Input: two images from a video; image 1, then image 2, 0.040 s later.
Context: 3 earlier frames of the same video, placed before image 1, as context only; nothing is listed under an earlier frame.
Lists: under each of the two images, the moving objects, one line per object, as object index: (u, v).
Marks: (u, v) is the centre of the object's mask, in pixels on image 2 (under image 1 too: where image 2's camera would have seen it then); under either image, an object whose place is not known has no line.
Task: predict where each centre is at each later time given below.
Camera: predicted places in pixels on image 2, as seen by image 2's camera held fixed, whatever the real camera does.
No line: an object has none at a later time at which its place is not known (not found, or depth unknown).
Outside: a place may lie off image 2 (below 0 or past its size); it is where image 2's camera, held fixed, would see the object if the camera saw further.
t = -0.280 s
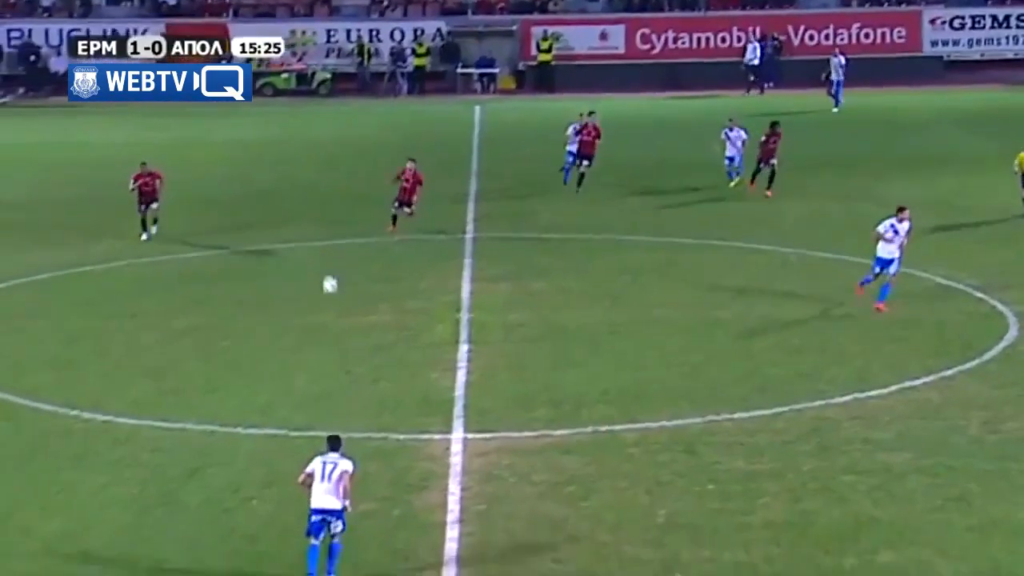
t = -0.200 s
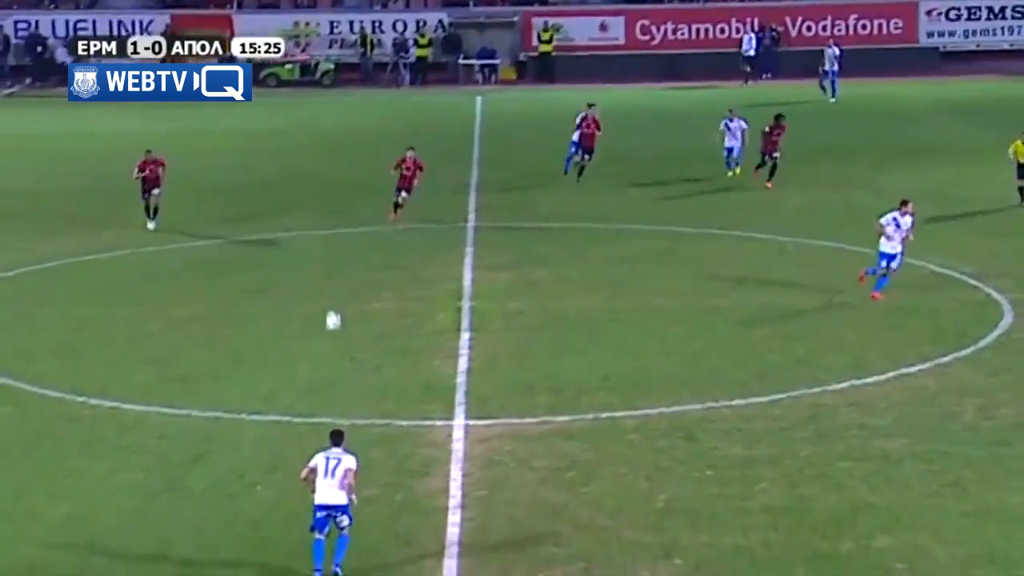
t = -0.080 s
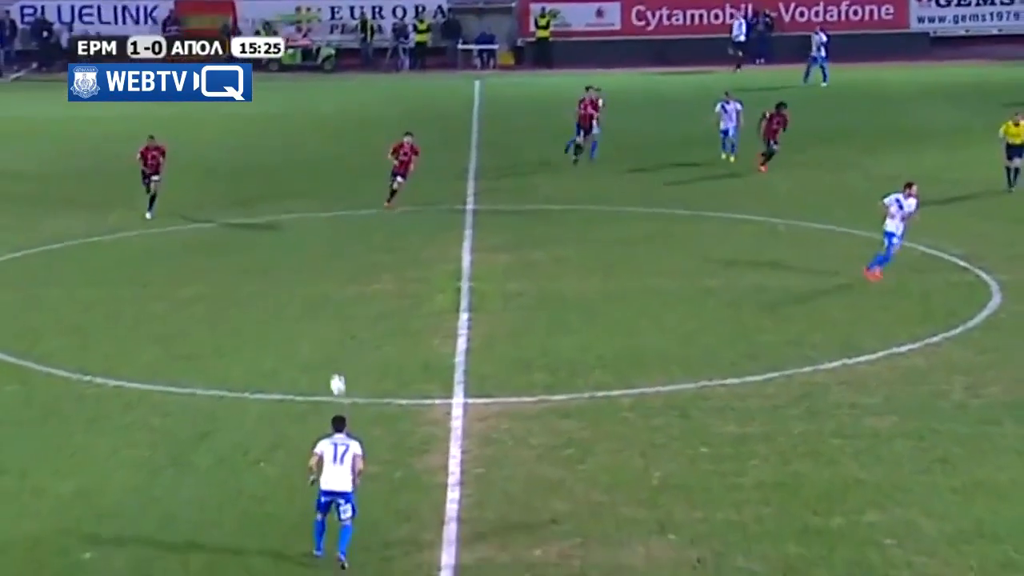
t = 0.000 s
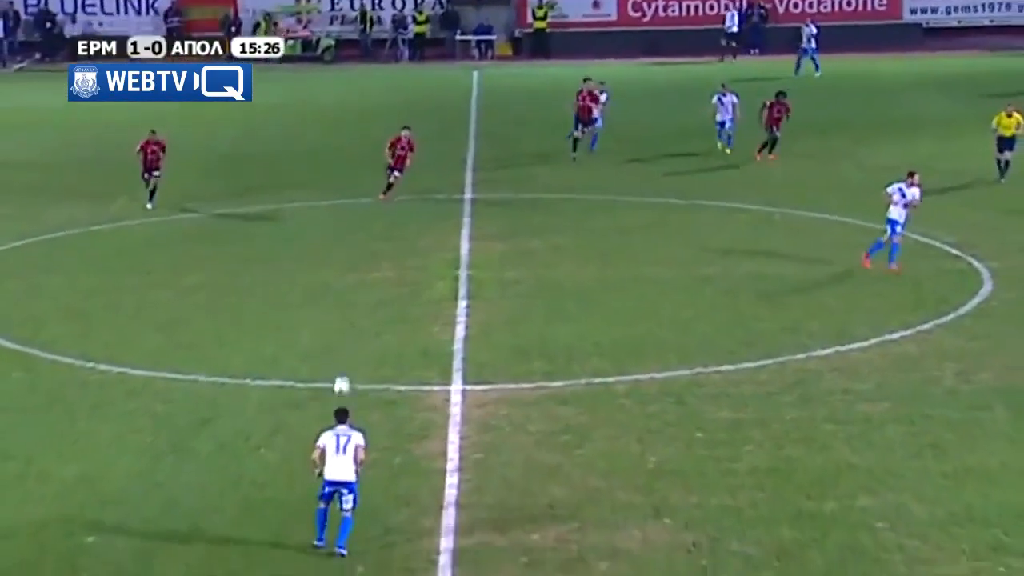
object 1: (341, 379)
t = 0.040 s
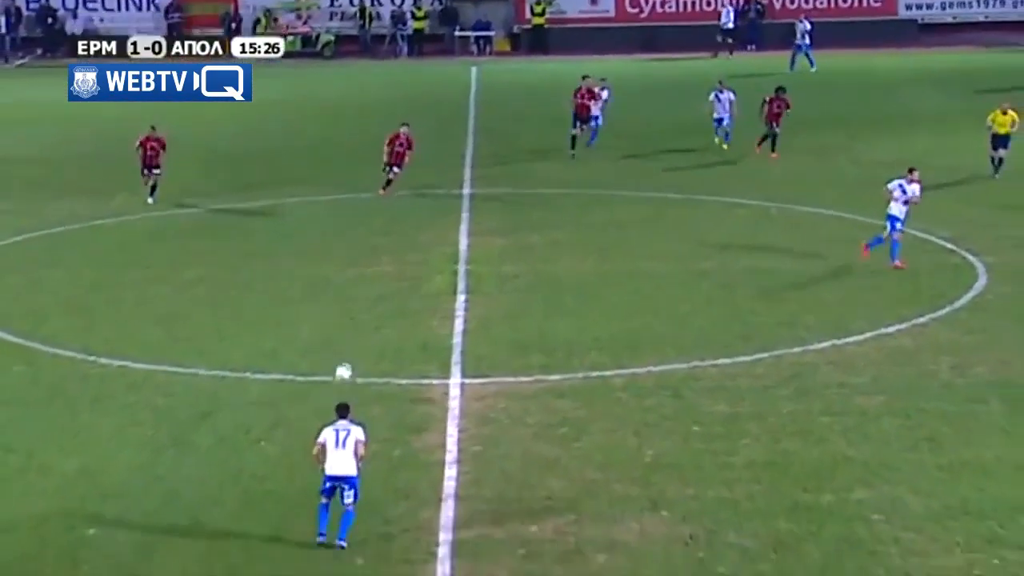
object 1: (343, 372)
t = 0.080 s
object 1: (346, 367)
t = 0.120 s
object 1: (349, 364)
